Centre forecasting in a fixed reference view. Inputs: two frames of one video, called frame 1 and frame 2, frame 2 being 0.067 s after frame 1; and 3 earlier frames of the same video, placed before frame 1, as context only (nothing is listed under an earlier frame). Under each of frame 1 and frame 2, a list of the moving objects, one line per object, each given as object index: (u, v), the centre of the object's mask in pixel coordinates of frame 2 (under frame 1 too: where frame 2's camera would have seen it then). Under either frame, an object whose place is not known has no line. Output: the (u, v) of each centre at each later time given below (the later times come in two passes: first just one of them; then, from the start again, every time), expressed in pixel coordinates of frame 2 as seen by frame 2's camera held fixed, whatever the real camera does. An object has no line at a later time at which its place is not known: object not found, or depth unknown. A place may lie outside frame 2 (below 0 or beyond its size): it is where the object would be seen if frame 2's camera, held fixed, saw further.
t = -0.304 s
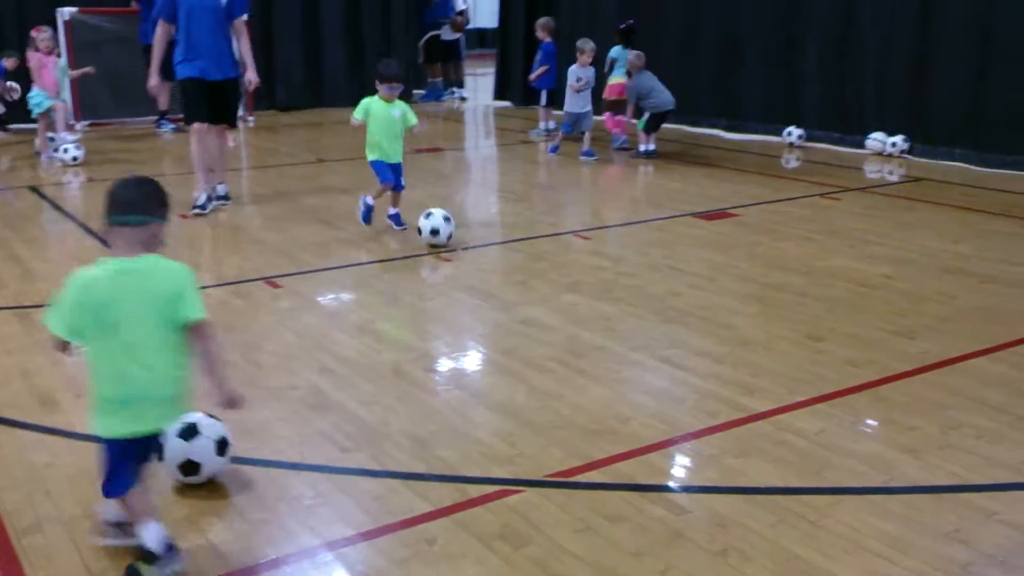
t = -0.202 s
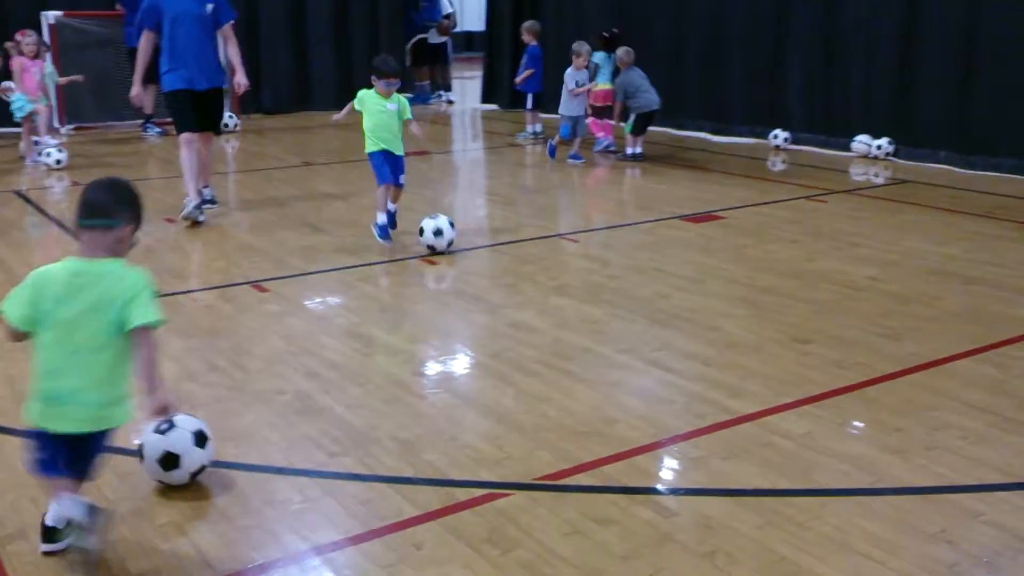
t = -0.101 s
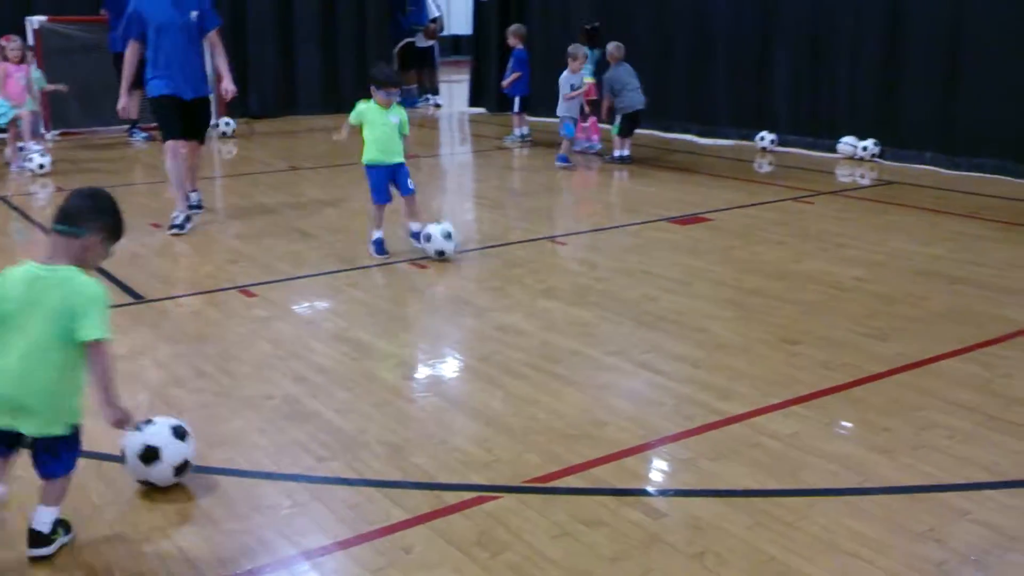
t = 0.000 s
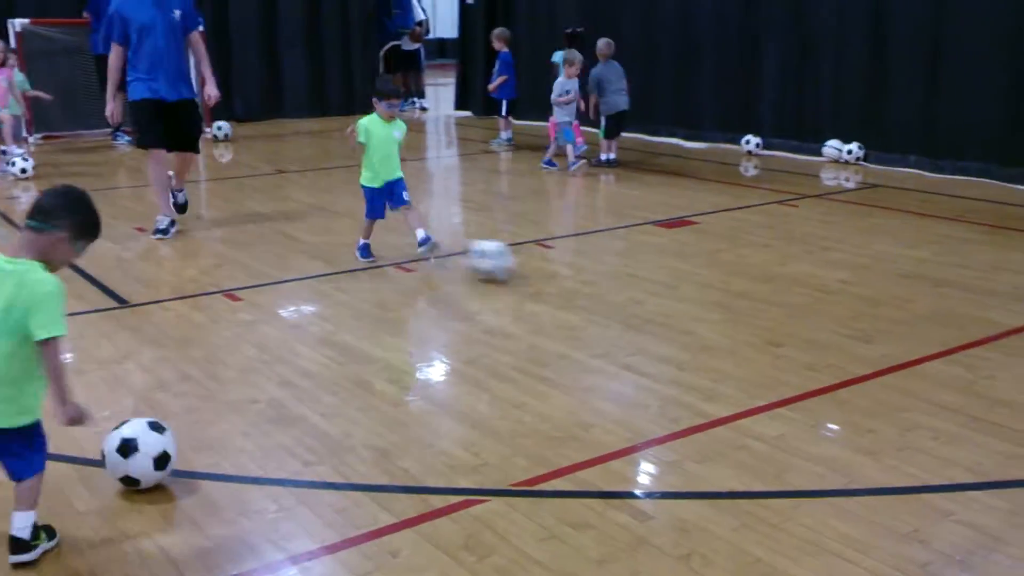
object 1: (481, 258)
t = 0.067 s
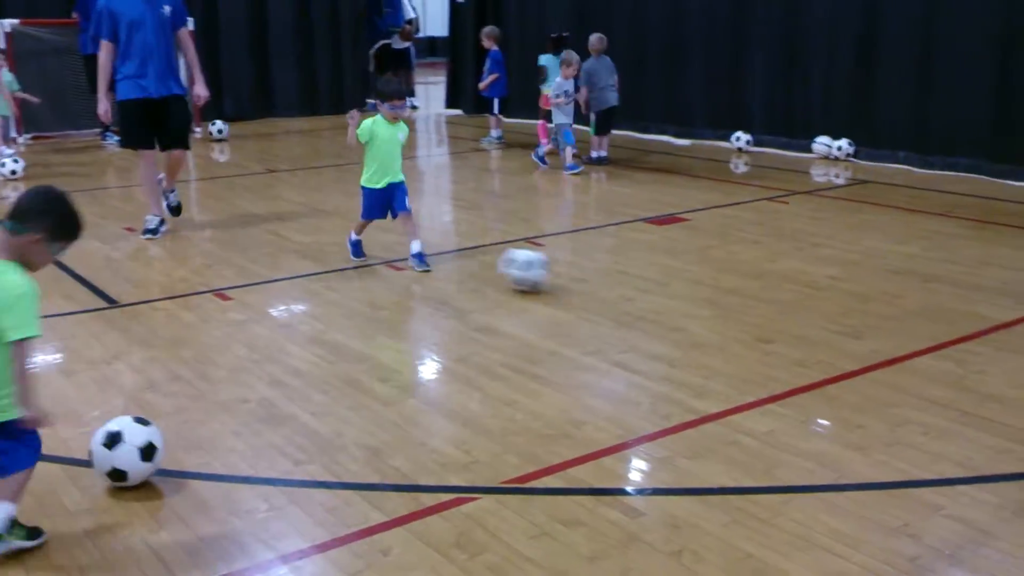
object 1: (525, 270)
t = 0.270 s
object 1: (677, 308)
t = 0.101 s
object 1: (548, 276)
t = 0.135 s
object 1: (574, 283)
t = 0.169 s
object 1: (599, 288)
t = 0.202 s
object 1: (626, 295)
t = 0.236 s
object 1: (650, 301)
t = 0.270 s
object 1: (677, 308)
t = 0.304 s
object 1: (702, 315)
